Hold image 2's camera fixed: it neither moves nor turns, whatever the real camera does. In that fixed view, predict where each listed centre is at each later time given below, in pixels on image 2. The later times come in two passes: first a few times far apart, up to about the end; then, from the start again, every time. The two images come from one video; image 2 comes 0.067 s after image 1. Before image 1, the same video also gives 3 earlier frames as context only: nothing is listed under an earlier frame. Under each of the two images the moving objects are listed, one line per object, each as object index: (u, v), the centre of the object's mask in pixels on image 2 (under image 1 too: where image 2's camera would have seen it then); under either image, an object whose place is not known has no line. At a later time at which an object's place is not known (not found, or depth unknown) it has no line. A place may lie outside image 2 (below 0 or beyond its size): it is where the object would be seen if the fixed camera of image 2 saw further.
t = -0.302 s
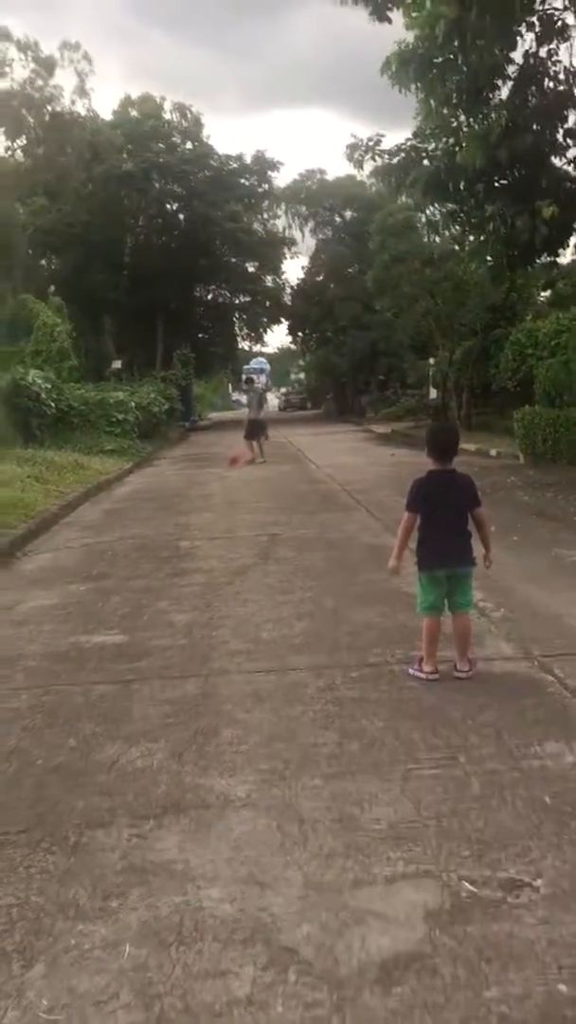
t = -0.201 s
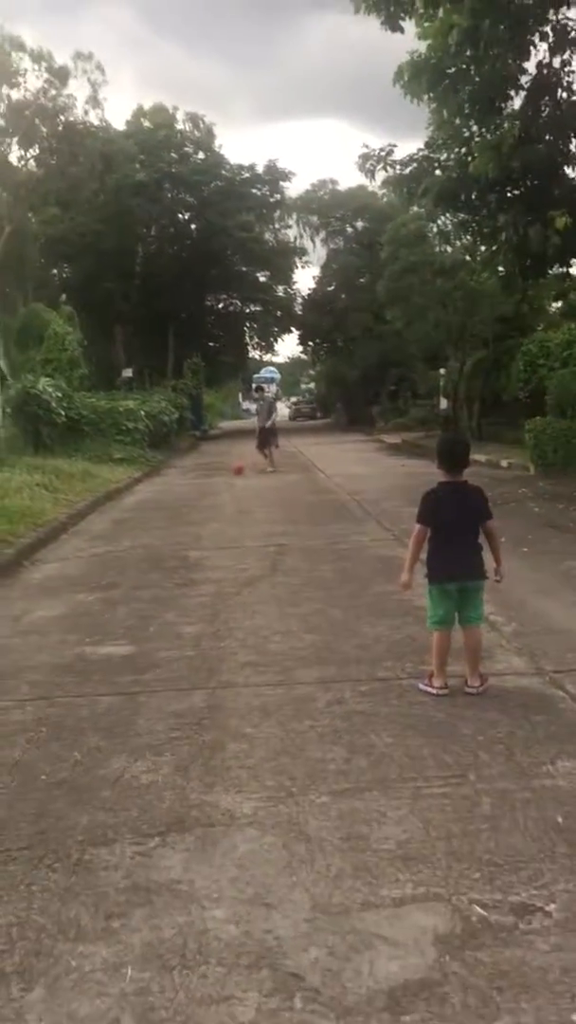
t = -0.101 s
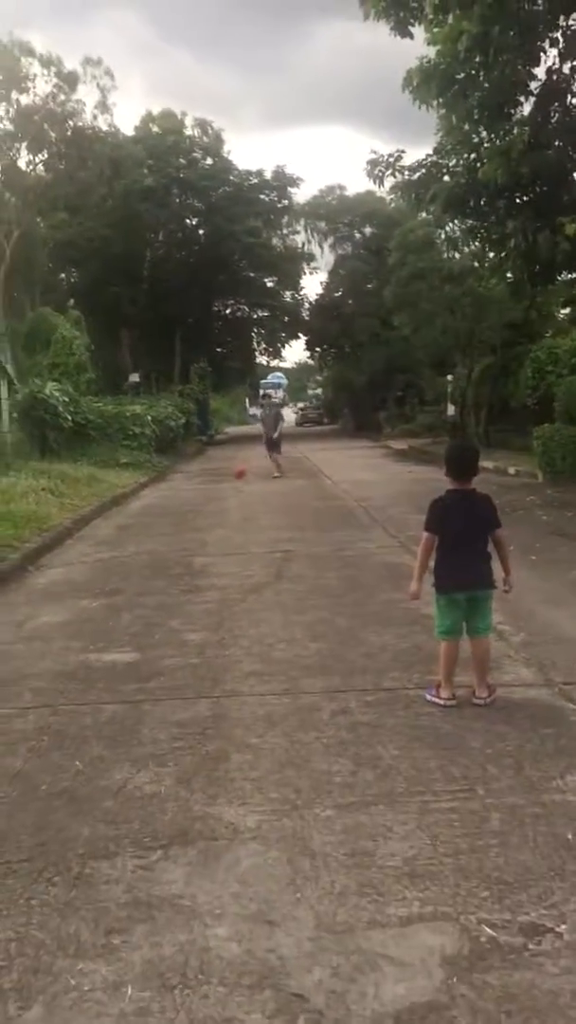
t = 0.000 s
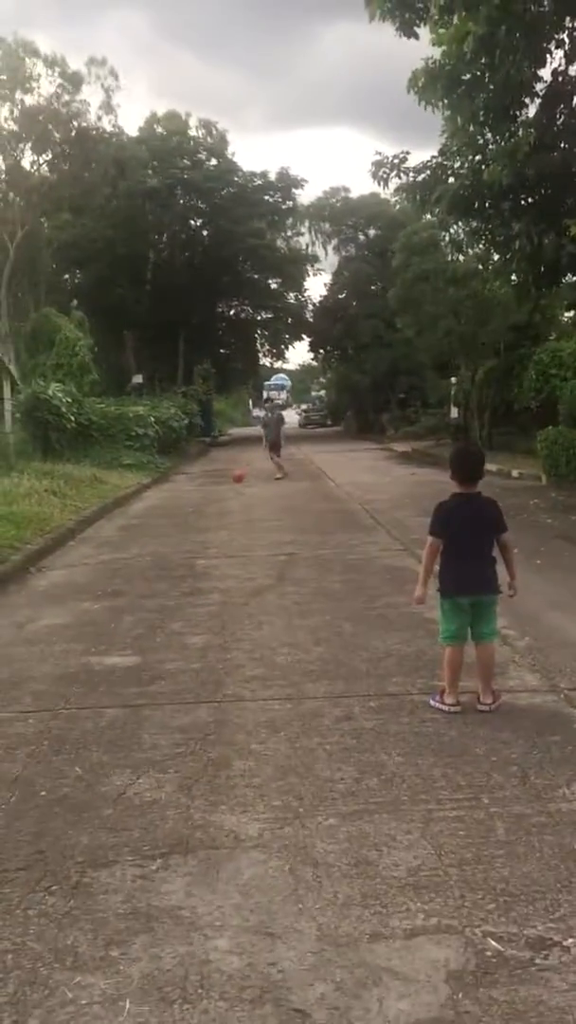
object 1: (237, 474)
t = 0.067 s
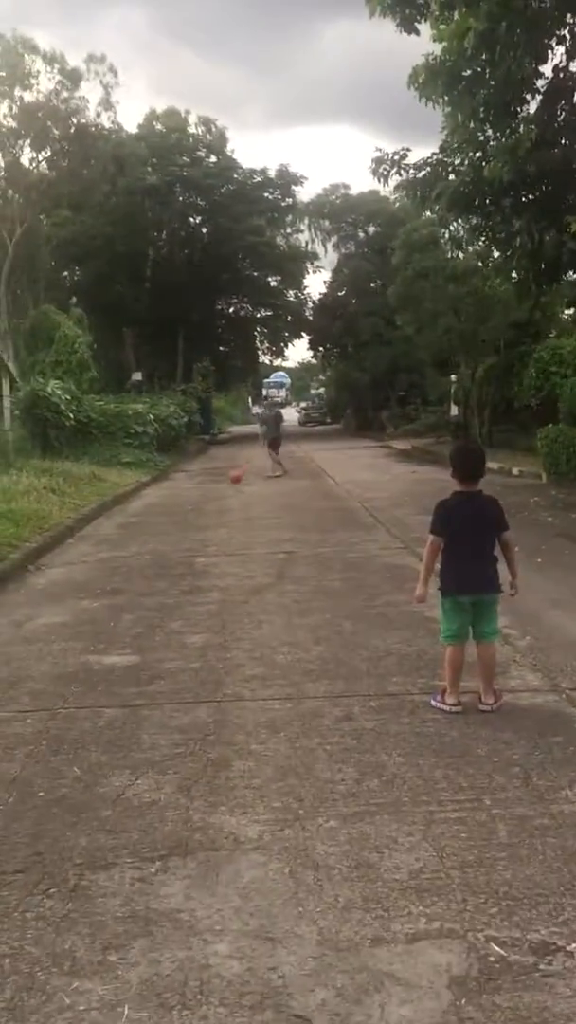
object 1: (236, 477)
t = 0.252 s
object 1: (226, 474)
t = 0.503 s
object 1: (213, 475)
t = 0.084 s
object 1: (234, 477)
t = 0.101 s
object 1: (234, 476)
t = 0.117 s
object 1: (233, 474)
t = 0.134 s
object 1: (231, 474)
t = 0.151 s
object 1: (230, 474)
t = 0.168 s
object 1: (230, 474)
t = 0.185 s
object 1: (228, 474)
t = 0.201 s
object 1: (228, 475)
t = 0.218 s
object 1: (227, 474)
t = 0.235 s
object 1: (227, 474)
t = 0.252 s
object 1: (226, 474)
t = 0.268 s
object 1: (224, 474)
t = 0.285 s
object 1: (225, 474)
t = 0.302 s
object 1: (224, 474)
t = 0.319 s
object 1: (225, 474)
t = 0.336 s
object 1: (222, 477)
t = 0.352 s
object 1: (222, 477)
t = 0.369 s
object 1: (219, 478)
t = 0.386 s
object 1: (219, 477)
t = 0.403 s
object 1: (217, 477)
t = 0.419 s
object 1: (217, 476)
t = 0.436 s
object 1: (217, 475)
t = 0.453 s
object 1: (216, 475)
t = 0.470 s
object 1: (215, 475)
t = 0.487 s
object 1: (213, 475)
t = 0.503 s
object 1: (213, 475)
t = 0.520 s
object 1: (213, 475)
